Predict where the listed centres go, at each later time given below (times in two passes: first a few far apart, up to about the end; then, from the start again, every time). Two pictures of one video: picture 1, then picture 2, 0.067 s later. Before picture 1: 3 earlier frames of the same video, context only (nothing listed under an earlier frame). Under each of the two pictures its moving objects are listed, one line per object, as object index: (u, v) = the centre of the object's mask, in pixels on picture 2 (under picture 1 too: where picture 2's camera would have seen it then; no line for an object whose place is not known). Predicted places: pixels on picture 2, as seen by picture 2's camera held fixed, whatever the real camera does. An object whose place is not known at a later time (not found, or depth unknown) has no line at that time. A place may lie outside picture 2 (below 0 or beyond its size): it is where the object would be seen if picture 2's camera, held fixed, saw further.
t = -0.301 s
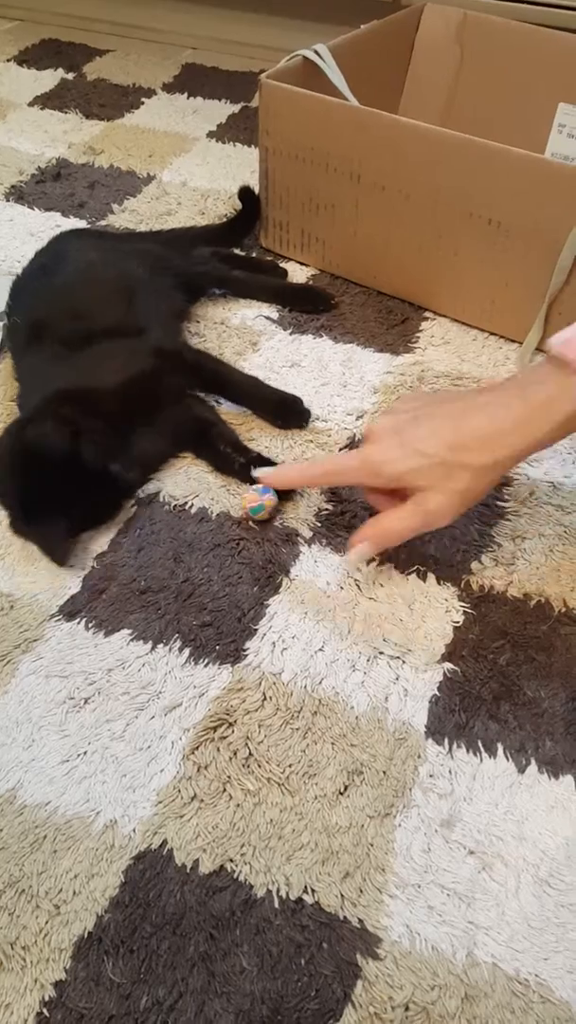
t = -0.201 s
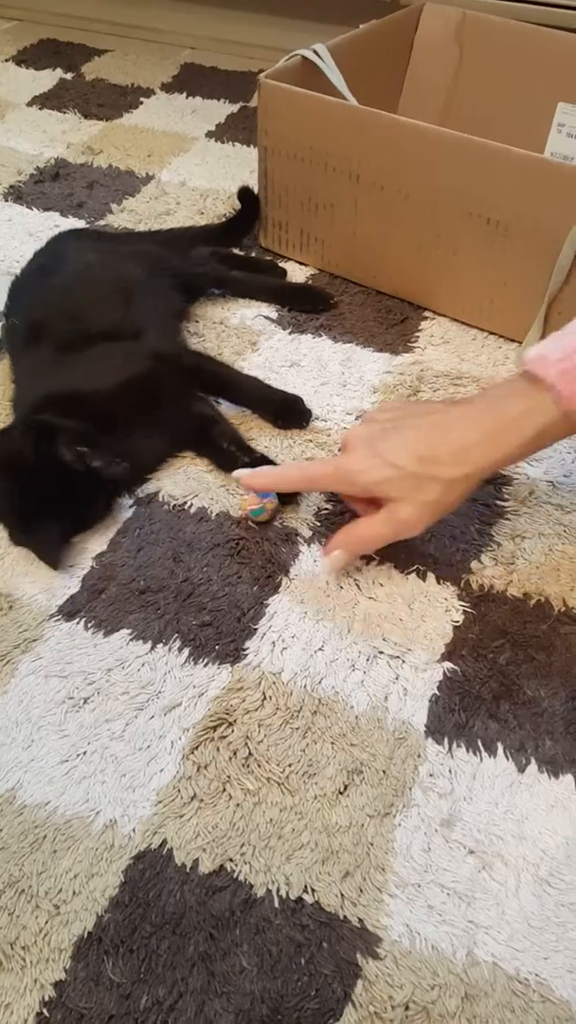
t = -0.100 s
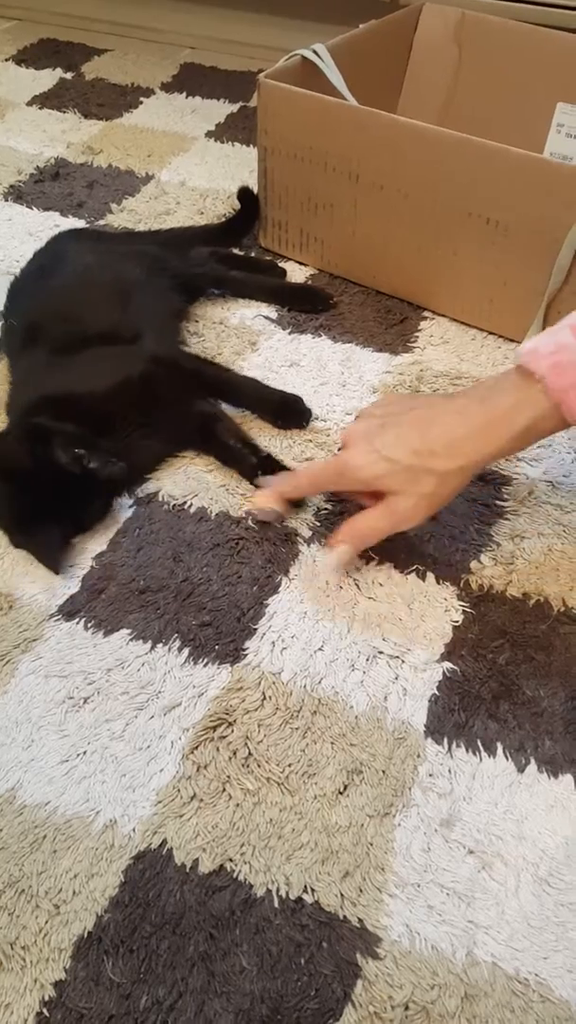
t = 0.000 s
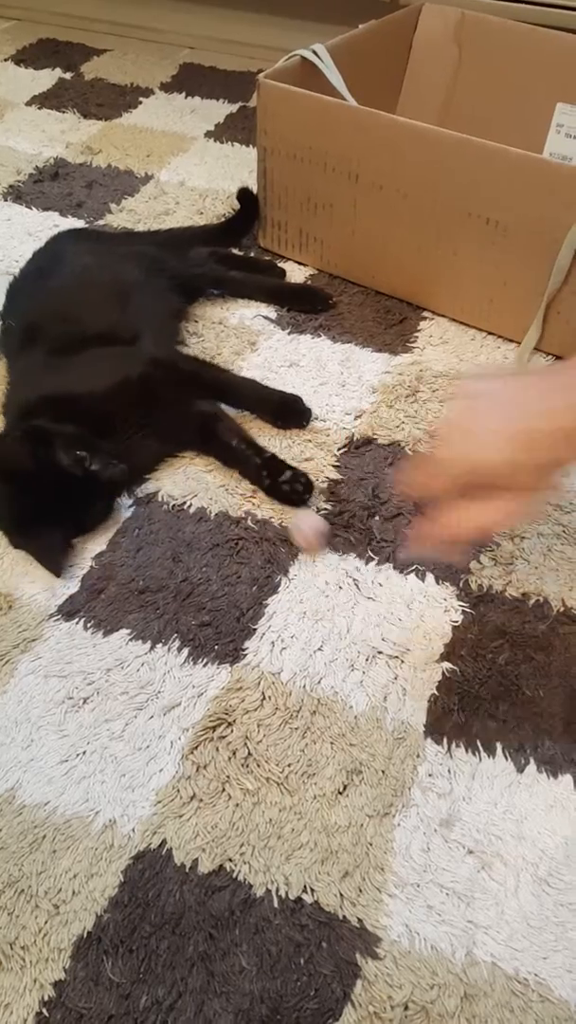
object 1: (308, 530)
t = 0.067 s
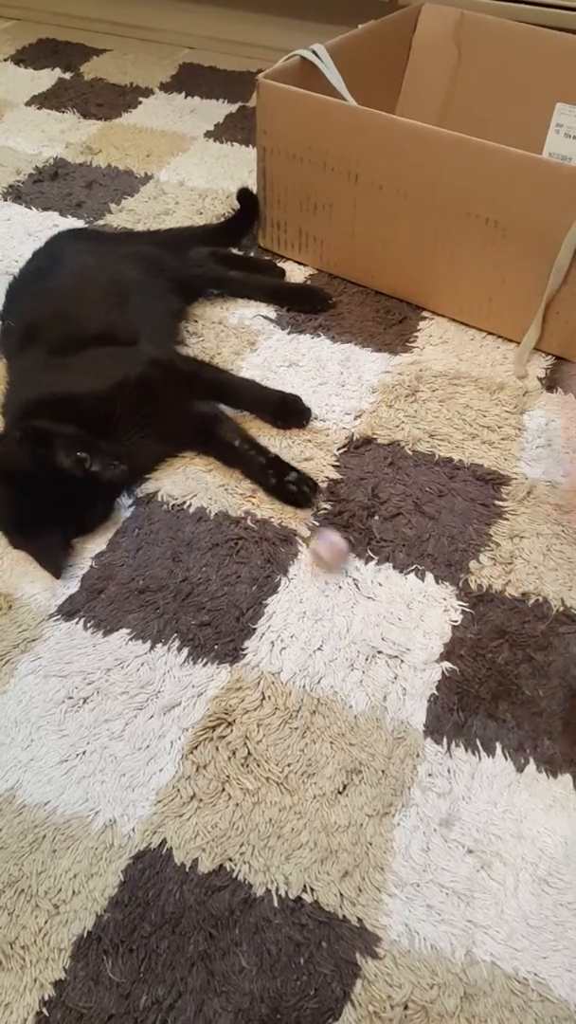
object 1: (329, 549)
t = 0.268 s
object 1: (369, 605)
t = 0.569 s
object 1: (381, 624)
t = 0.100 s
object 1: (338, 558)
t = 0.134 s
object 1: (347, 568)
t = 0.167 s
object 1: (354, 578)
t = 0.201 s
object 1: (359, 585)
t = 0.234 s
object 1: (366, 596)
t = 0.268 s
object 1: (369, 605)
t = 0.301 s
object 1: (374, 612)
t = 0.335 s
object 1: (378, 617)
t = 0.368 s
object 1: (381, 623)
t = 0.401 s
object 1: (383, 627)
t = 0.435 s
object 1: (385, 628)
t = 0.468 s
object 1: (386, 629)
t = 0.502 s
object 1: (385, 627)
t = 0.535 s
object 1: (383, 626)
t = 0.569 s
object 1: (381, 624)
